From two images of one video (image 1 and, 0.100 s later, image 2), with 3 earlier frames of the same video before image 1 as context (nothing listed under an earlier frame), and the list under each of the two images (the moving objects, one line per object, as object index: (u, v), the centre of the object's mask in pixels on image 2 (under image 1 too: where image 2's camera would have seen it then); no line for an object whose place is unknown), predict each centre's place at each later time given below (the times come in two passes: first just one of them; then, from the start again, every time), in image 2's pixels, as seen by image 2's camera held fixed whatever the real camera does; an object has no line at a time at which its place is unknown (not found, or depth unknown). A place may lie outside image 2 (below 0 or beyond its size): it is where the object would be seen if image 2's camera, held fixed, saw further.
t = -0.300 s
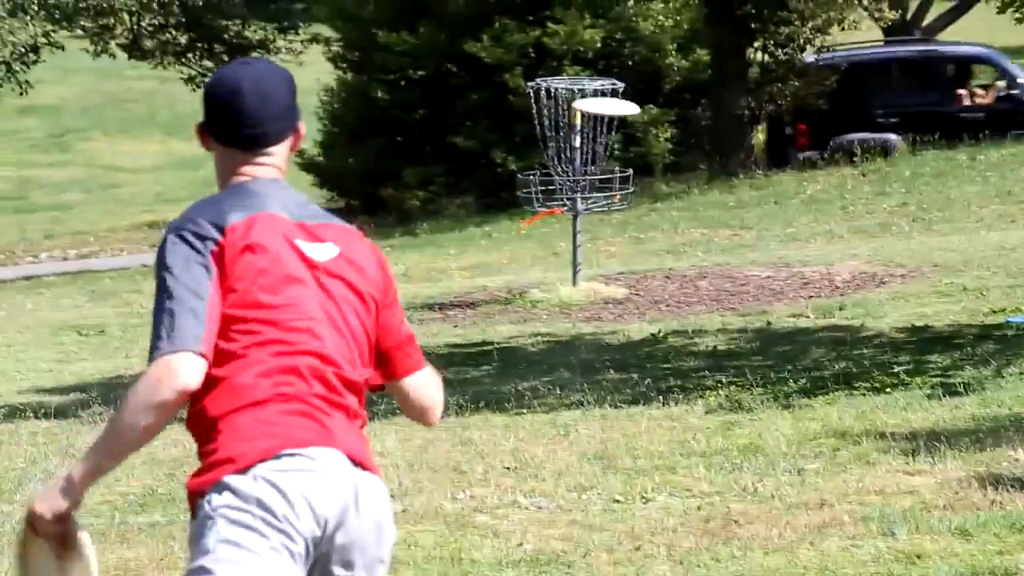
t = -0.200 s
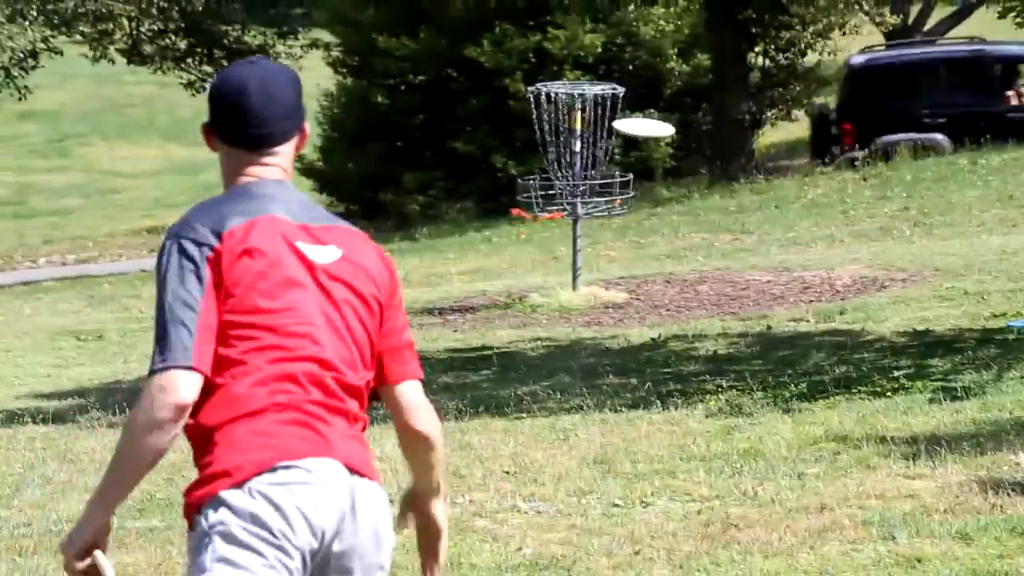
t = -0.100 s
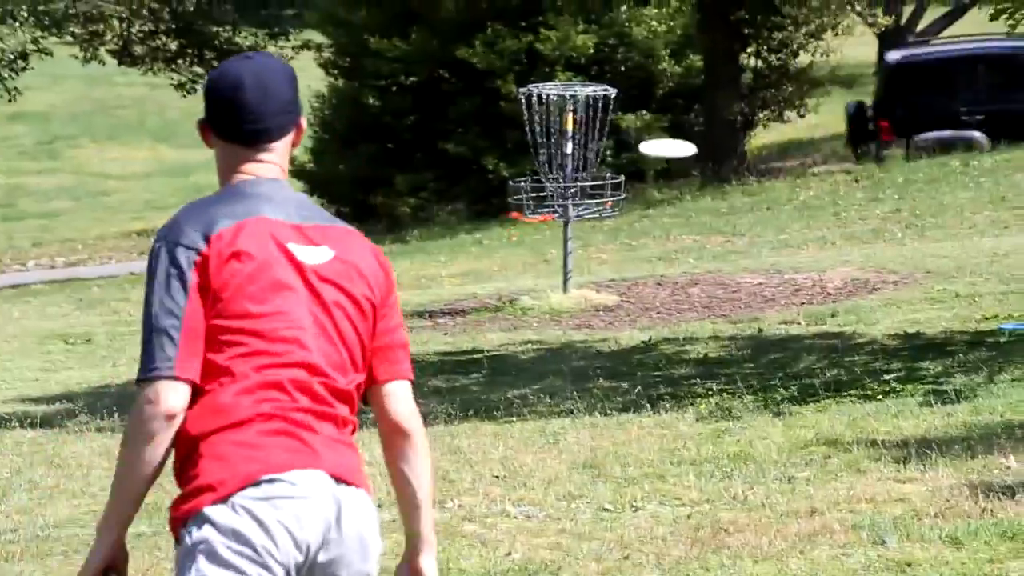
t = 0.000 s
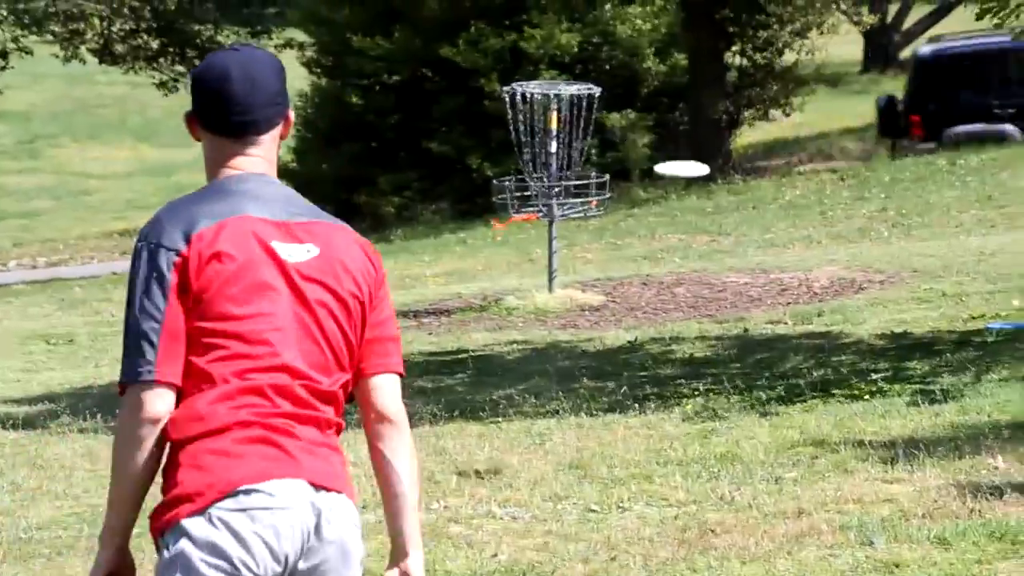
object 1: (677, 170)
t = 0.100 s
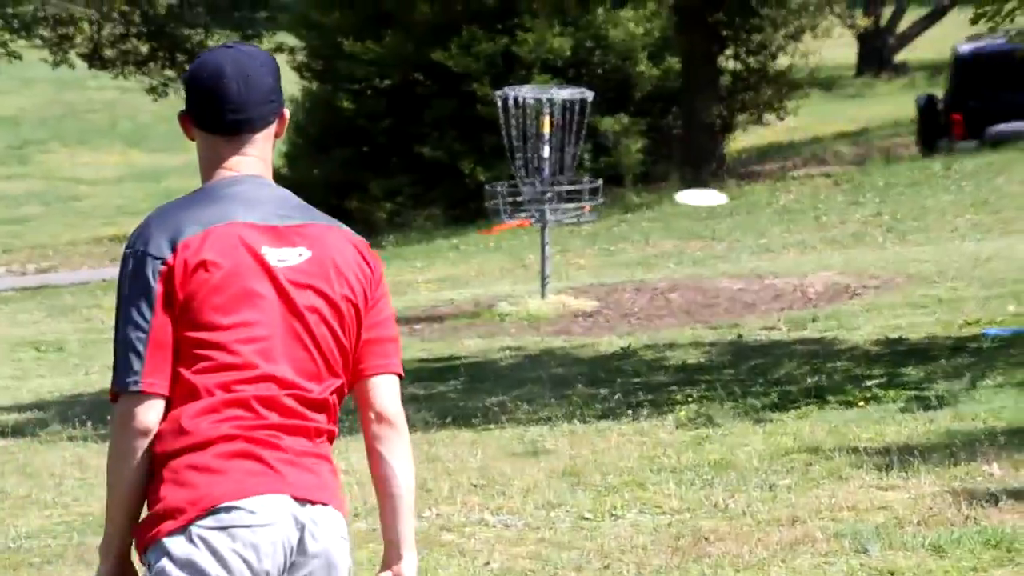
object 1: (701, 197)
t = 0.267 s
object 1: (733, 245)
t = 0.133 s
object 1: (707, 202)
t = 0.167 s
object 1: (715, 215)
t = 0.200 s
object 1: (722, 223)
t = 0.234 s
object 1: (728, 234)
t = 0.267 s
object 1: (733, 245)
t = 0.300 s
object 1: (737, 252)
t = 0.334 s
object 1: (742, 261)
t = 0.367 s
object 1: (748, 273)
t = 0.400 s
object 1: (758, 280)
